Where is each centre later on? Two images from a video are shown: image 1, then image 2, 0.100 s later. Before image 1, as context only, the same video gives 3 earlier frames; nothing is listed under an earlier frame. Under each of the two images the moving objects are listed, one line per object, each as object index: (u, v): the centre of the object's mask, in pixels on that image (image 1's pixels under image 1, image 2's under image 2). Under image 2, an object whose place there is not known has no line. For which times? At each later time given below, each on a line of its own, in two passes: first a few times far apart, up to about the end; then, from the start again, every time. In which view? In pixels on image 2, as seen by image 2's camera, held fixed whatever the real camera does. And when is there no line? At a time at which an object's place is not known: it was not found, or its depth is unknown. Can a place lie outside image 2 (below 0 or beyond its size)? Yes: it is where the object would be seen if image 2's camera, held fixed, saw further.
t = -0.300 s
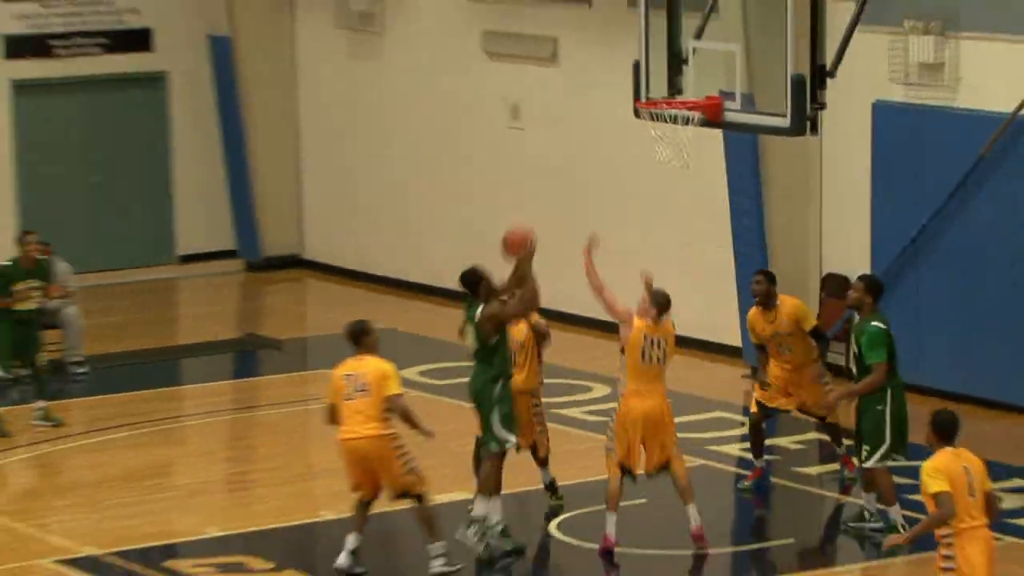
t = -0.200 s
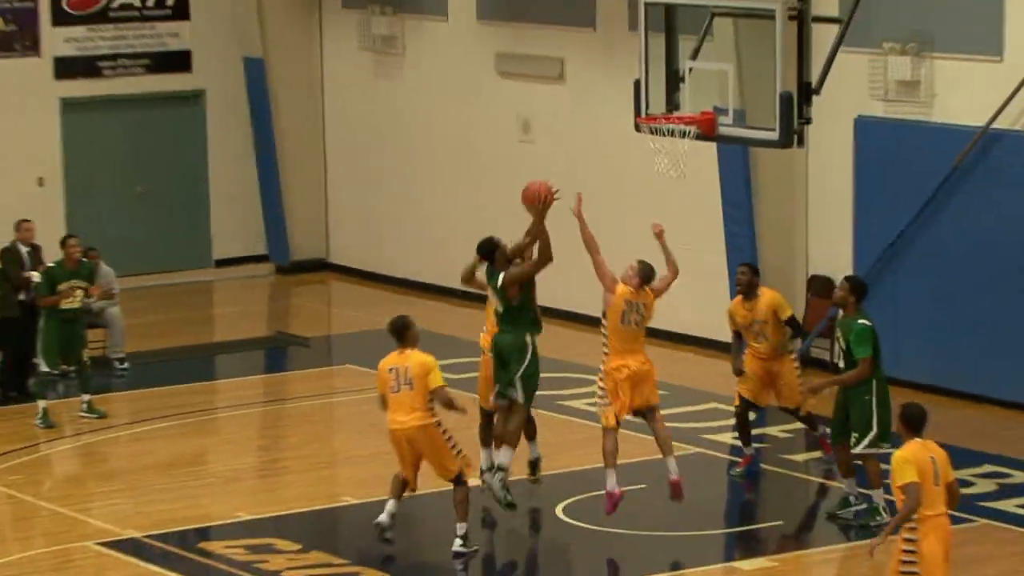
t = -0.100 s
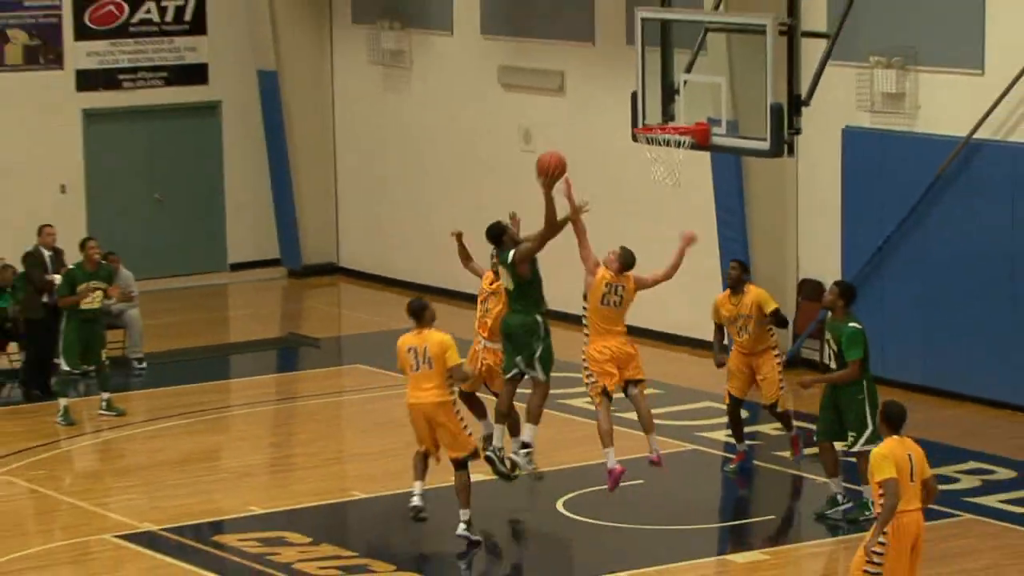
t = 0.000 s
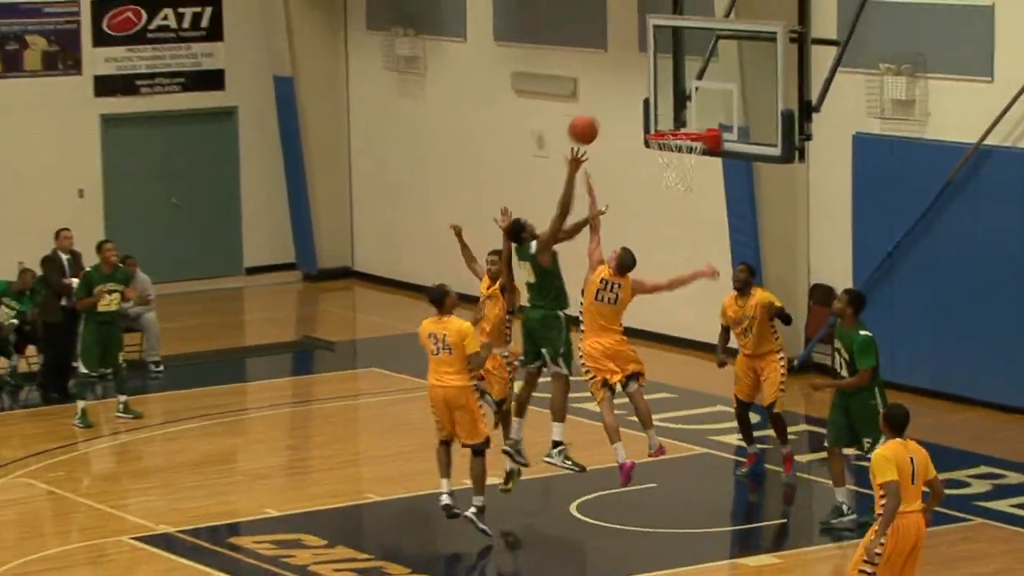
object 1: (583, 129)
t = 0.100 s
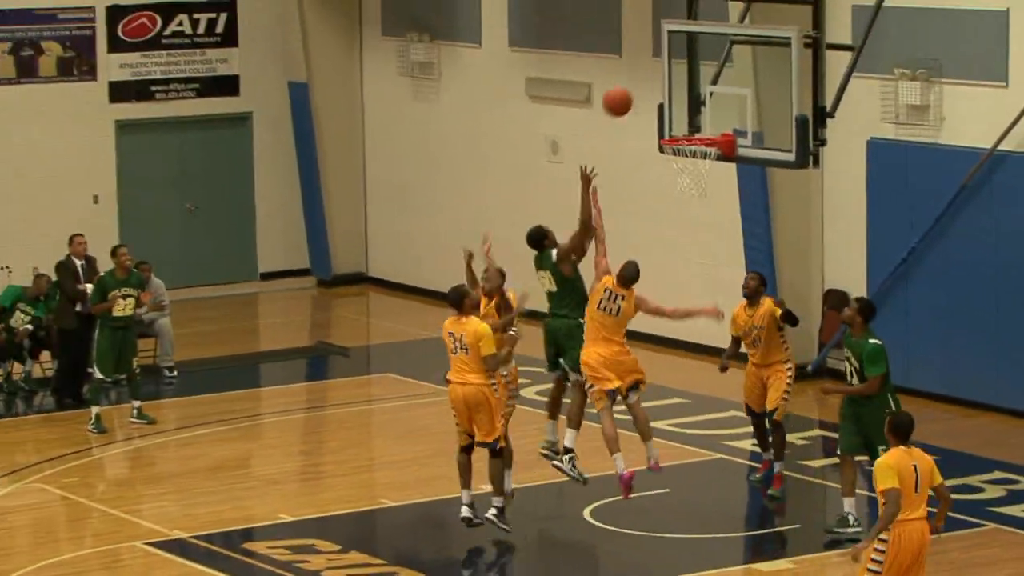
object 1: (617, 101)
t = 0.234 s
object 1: (644, 76)
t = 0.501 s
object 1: (695, 92)
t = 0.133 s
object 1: (624, 92)
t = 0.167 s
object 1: (630, 86)
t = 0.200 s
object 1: (637, 81)
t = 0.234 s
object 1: (644, 76)
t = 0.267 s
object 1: (650, 74)
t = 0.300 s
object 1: (655, 73)
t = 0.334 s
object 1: (663, 73)
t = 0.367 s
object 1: (669, 74)
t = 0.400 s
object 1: (676, 76)
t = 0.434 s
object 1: (683, 80)
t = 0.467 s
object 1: (689, 86)
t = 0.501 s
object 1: (695, 92)
